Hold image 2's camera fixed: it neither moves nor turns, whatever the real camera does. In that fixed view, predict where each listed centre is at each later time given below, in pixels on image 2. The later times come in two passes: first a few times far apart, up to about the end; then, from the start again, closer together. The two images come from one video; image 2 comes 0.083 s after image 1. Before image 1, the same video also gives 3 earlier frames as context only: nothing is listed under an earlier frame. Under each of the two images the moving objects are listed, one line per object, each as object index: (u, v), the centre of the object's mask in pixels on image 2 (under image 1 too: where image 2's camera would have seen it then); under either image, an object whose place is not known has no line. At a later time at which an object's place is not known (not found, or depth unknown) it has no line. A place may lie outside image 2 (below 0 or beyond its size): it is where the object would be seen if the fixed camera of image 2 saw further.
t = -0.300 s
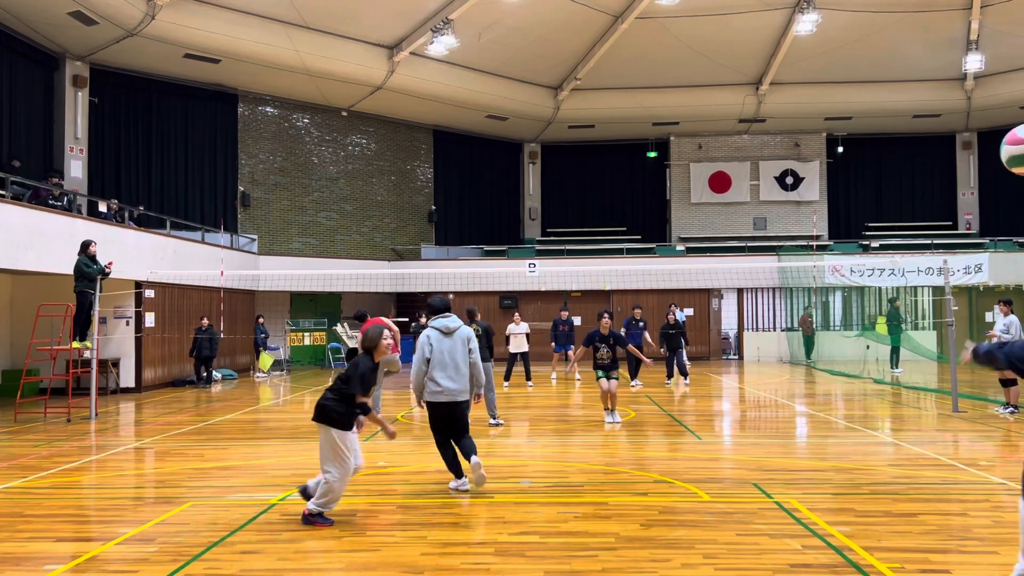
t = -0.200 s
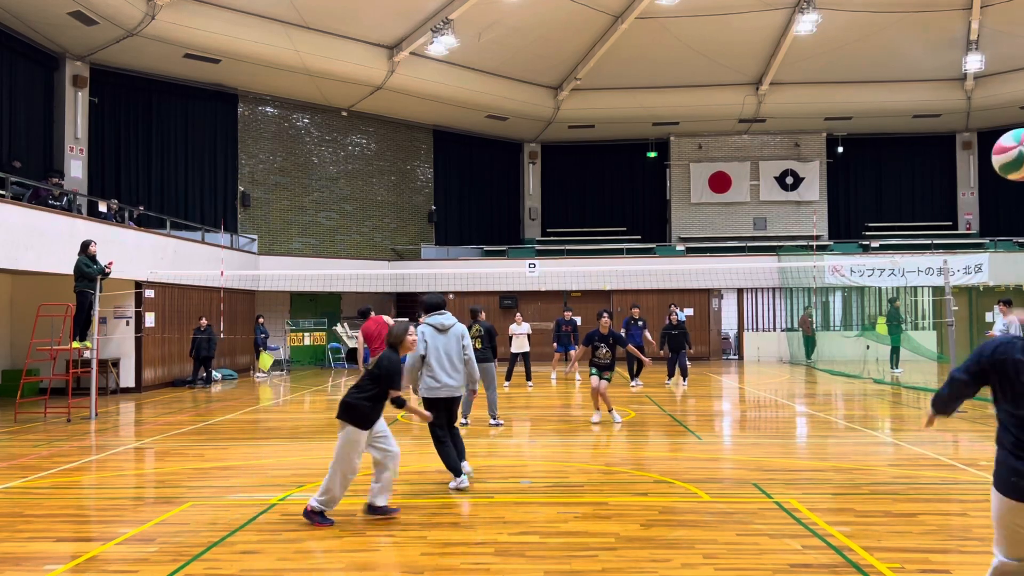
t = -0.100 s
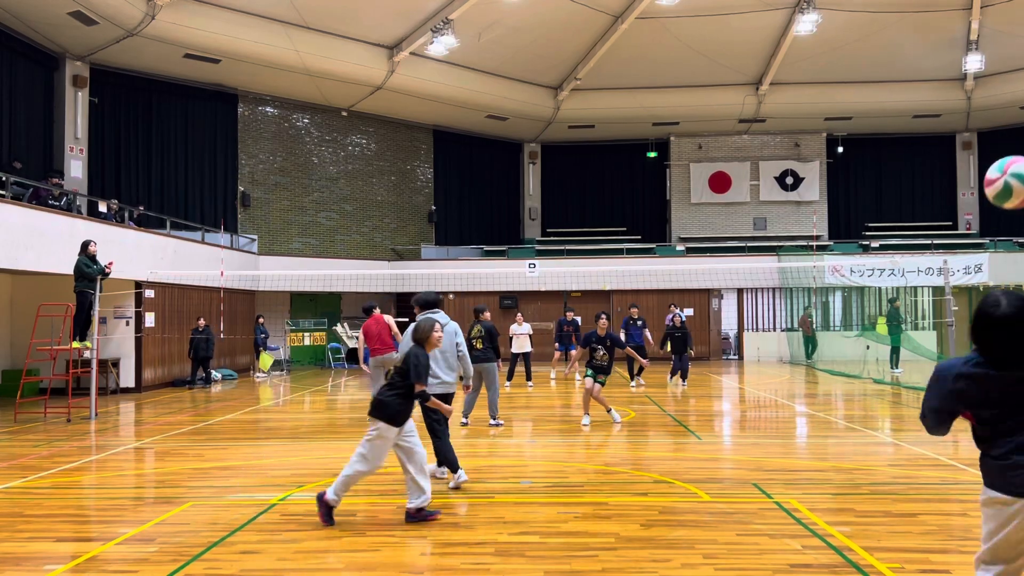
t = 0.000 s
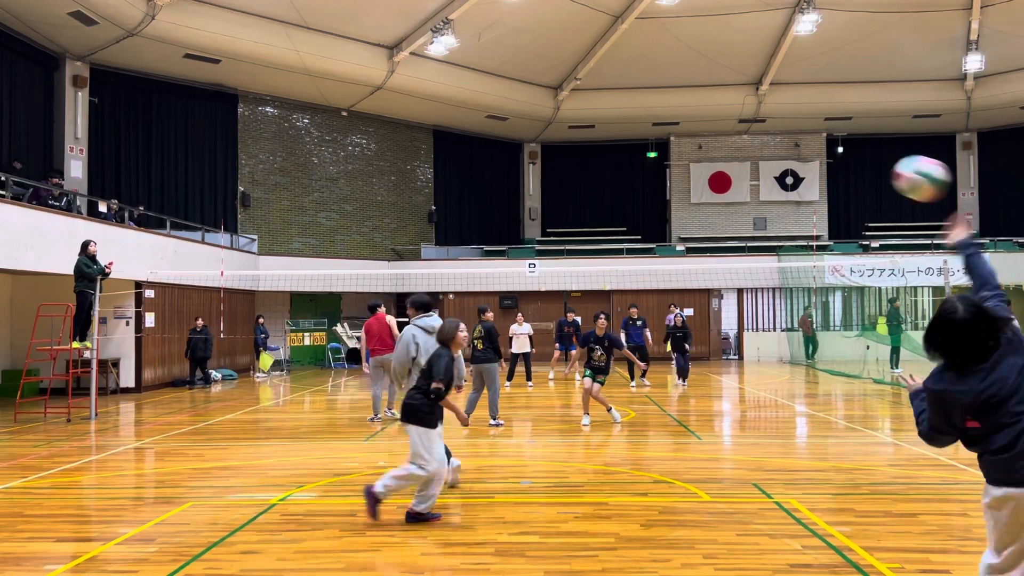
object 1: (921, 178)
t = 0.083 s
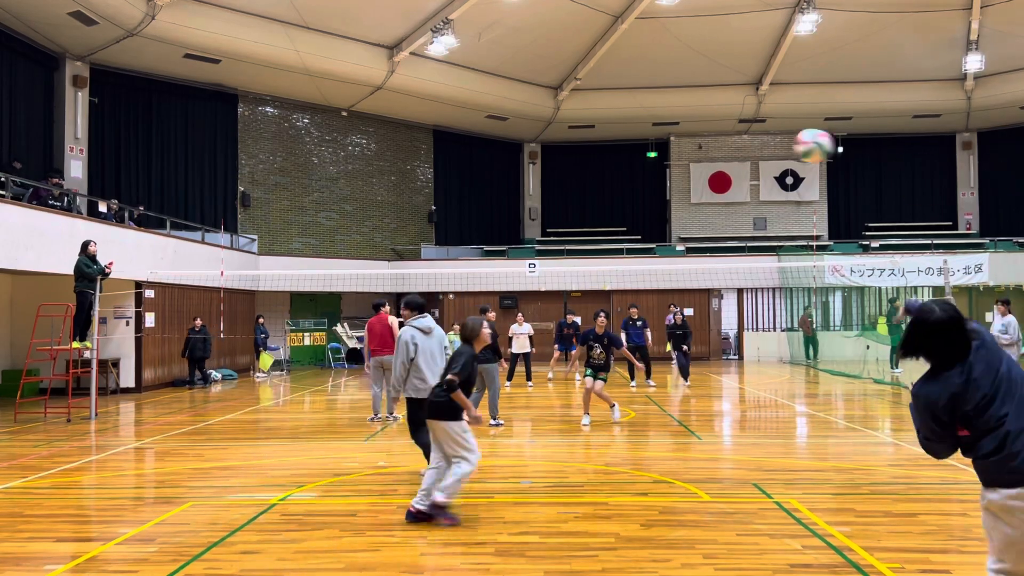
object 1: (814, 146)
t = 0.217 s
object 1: (719, 127)
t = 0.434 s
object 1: (642, 137)
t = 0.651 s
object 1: (599, 171)
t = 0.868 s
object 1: (573, 216)
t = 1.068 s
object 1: (558, 261)
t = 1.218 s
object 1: (548, 297)
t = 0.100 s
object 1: (798, 142)
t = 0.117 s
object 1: (783, 138)
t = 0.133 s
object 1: (770, 135)
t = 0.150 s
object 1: (758, 133)
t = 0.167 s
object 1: (747, 131)
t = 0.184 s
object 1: (737, 130)
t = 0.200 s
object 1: (728, 128)
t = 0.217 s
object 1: (719, 127)
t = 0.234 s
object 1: (711, 127)
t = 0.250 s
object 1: (703, 126)
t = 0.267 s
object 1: (696, 126)
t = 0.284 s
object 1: (689, 126)
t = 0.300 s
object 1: (683, 127)
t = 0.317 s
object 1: (677, 127)
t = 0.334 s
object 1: (671, 128)
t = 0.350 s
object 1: (666, 129)
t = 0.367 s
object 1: (660, 130)
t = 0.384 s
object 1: (655, 131)
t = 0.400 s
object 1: (651, 133)
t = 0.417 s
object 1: (646, 135)
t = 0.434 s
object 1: (642, 137)
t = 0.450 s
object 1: (638, 139)
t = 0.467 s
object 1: (634, 141)
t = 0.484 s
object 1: (630, 143)
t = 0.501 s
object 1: (627, 146)
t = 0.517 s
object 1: (623, 148)
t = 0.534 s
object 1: (620, 151)
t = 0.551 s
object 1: (617, 154)
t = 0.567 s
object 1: (613, 156)
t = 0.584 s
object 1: (610, 159)
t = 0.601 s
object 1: (607, 162)
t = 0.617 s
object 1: (605, 165)
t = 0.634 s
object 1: (602, 168)
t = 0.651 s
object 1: (599, 171)
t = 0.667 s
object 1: (597, 175)
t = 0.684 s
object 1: (594, 178)
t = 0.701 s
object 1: (592, 181)
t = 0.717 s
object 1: (590, 184)
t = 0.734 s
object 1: (588, 188)
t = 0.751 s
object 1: (586, 191)
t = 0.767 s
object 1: (584, 195)
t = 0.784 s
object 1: (582, 198)
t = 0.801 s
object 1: (580, 202)
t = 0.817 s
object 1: (578, 205)
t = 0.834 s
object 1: (577, 209)
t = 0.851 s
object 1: (575, 212)
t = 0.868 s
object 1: (573, 216)
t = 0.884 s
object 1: (572, 220)
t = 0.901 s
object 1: (570, 223)
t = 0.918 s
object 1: (569, 227)
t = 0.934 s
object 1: (567, 231)
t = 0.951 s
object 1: (566, 235)
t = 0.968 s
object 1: (564, 238)
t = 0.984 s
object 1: (563, 242)
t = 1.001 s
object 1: (562, 246)
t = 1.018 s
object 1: (560, 250)
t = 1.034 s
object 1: (559, 253)
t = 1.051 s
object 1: (558, 257)
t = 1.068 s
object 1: (558, 261)
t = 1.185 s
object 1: (549, 290)
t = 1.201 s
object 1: (549, 294)
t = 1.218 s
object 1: (548, 297)
